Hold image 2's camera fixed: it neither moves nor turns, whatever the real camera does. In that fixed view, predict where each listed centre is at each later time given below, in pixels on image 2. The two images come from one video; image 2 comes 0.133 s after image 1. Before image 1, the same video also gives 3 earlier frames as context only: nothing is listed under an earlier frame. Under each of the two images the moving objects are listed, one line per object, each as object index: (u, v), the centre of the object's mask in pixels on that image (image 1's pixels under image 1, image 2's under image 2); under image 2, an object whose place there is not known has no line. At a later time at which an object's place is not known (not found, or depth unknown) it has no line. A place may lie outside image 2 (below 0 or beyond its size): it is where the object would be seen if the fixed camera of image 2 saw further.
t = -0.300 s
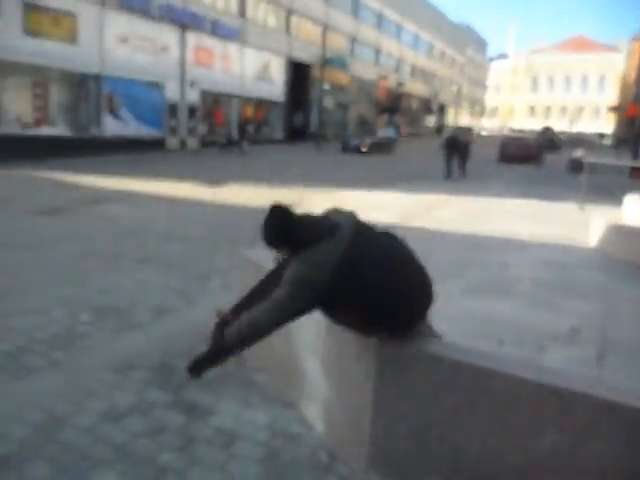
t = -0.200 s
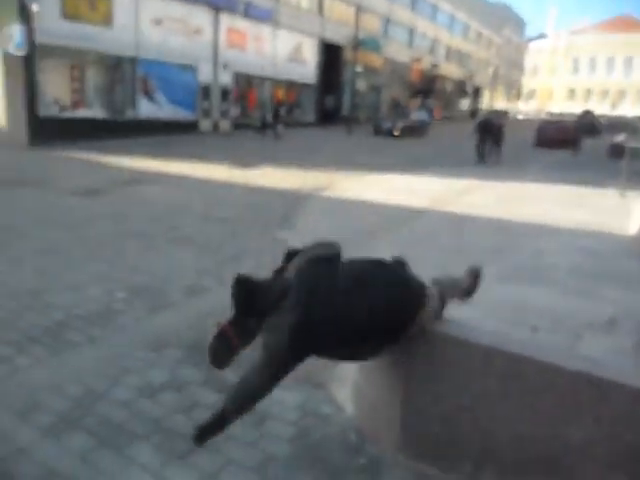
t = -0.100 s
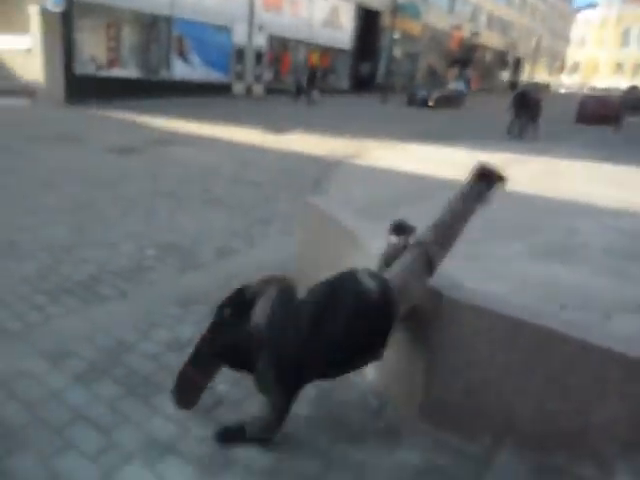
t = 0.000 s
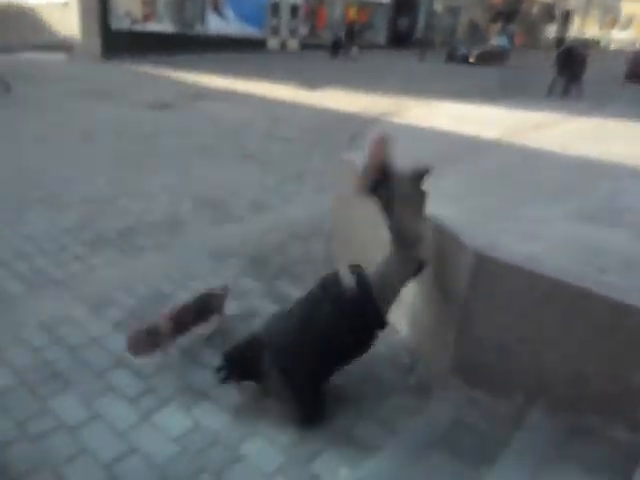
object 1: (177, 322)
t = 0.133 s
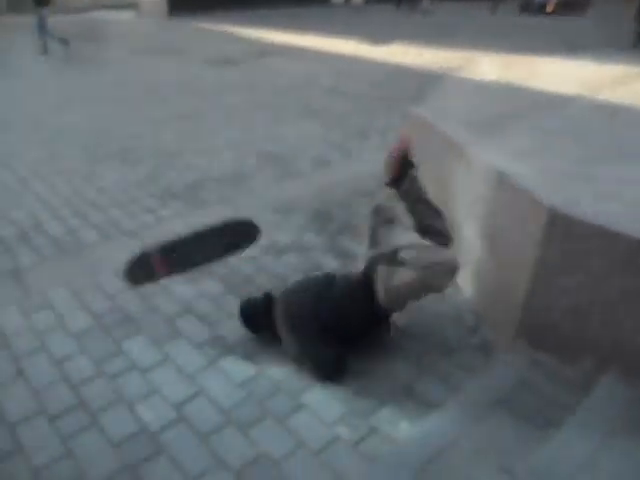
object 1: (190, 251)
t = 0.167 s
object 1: (176, 246)
